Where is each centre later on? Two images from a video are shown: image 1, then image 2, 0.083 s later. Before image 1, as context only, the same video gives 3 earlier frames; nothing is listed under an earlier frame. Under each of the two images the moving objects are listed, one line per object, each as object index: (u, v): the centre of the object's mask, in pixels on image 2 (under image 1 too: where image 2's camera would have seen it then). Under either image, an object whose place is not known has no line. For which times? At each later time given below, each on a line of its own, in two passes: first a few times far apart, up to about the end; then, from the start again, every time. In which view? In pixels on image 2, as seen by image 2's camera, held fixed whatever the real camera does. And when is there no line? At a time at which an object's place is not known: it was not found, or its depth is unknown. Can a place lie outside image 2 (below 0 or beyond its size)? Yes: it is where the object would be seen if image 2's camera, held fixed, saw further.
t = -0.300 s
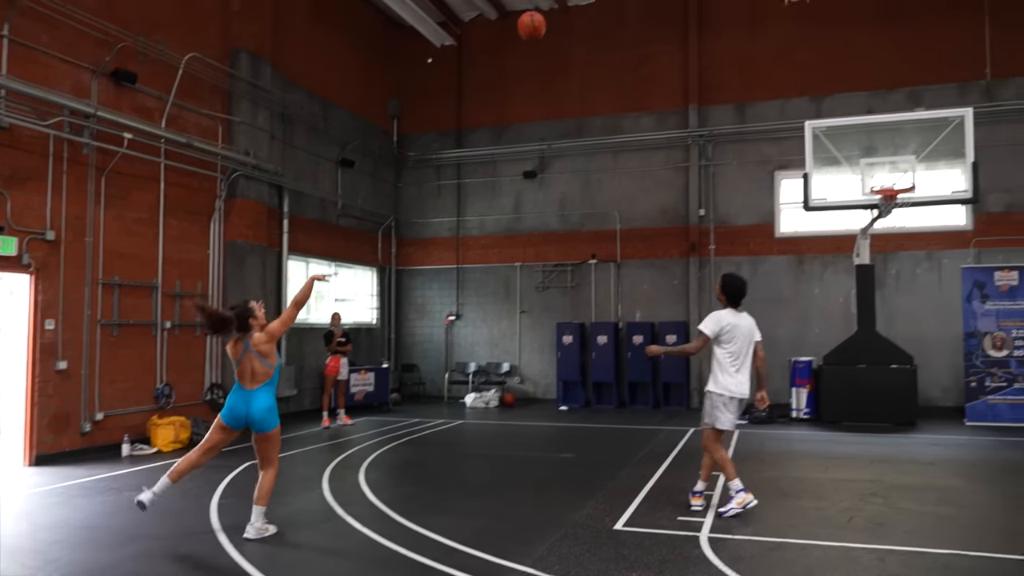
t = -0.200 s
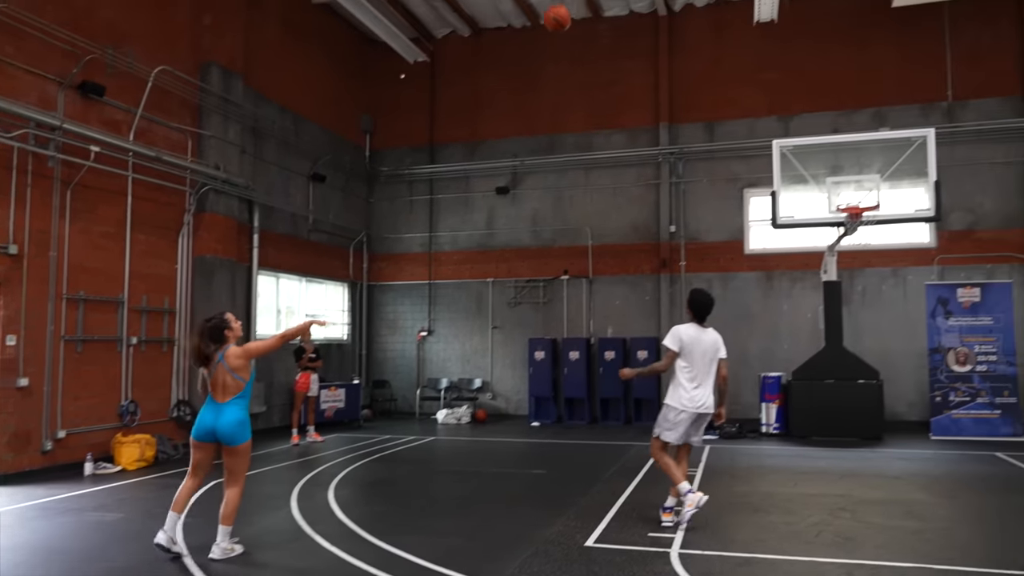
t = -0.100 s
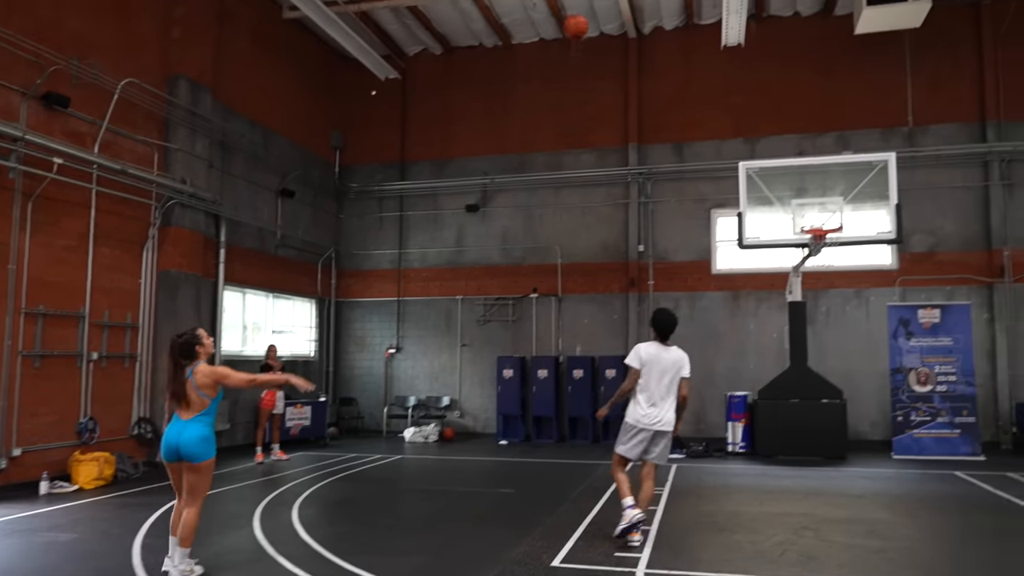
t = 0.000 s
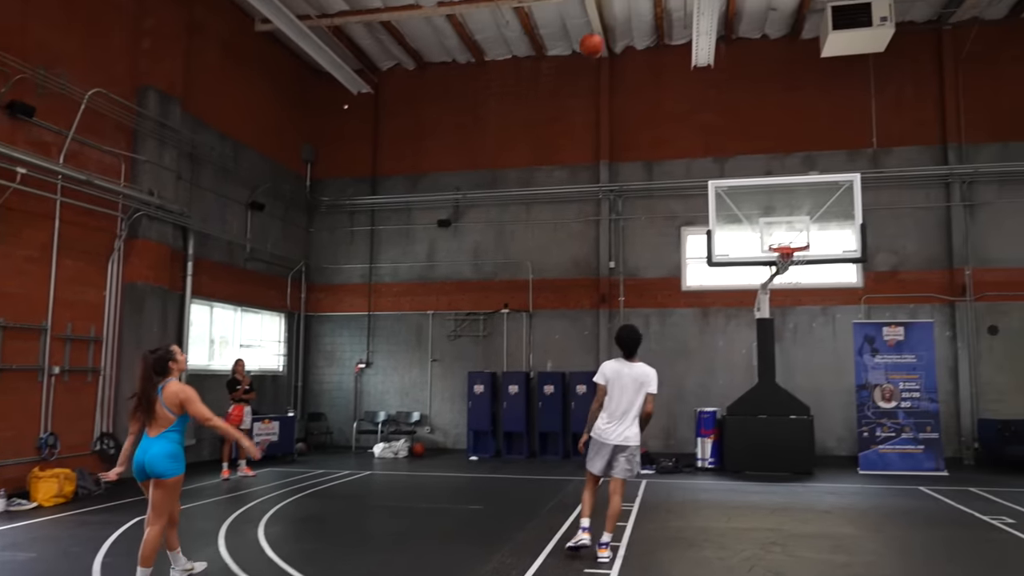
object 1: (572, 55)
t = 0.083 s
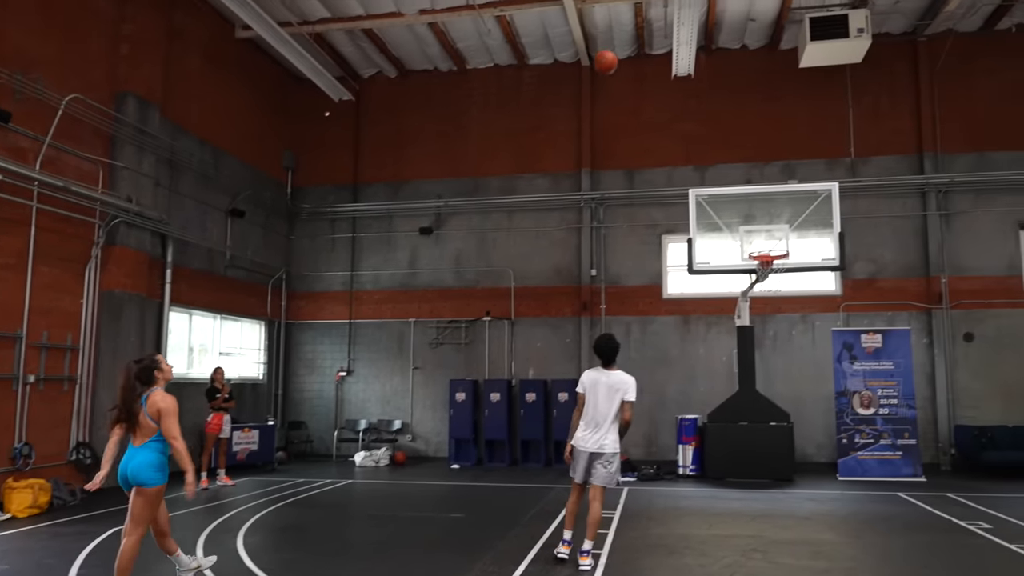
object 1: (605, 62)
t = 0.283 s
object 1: (678, 101)
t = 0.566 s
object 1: (764, 201)
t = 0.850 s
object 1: (814, 208)
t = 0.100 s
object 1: (612, 64)
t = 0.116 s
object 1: (619, 67)
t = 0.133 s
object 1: (625, 69)
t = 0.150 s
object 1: (631, 71)
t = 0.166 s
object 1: (638, 74)
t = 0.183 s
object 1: (644, 77)
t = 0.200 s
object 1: (650, 81)
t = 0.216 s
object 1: (655, 84)
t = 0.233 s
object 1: (661, 88)
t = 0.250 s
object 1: (667, 92)
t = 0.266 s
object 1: (673, 96)
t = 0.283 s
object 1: (678, 101)
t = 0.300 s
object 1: (683, 105)
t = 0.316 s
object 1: (689, 110)
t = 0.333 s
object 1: (694, 115)
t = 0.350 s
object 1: (699, 120)
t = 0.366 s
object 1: (704, 125)
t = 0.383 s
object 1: (709, 131)
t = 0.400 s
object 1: (714, 136)
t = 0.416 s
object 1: (719, 142)
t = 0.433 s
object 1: (724, 148)
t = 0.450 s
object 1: (729, 153)
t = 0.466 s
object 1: (735, 159)
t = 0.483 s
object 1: (740, 165)
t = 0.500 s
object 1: (744, 172)
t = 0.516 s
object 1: (750, 179)
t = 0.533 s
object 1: (756, 186)
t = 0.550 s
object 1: (761, 193)
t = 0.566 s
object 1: (764, 201)
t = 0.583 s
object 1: (768, 208)
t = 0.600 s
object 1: (773, 215)
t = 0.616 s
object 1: (778, 223)
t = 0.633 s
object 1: (783, 230)
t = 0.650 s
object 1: (787, 238)
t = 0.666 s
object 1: (791, 242)
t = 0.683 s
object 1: (794, 238)
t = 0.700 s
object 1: (796, 234)
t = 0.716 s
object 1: (797, 230)
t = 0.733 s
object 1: (799, 227)
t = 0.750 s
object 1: (802, 223)
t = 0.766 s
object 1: (803, 220)
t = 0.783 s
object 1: (806, 218)
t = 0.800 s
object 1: (808, 215)
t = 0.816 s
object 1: (810, 212)
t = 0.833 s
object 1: (812, 210)
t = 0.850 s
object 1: (814, 208)
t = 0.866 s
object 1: (816, 206)
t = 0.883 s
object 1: (818, 205)
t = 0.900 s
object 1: (821, 203)
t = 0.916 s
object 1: (822, 202)
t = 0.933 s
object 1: (824, 201)
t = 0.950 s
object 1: (827, 200)
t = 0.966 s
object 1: (829, 200)
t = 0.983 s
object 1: (830, 198)
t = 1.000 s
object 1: (833, 197)
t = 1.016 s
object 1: (835, 196)
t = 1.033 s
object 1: (837, 195)
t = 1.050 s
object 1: (839, 194)
